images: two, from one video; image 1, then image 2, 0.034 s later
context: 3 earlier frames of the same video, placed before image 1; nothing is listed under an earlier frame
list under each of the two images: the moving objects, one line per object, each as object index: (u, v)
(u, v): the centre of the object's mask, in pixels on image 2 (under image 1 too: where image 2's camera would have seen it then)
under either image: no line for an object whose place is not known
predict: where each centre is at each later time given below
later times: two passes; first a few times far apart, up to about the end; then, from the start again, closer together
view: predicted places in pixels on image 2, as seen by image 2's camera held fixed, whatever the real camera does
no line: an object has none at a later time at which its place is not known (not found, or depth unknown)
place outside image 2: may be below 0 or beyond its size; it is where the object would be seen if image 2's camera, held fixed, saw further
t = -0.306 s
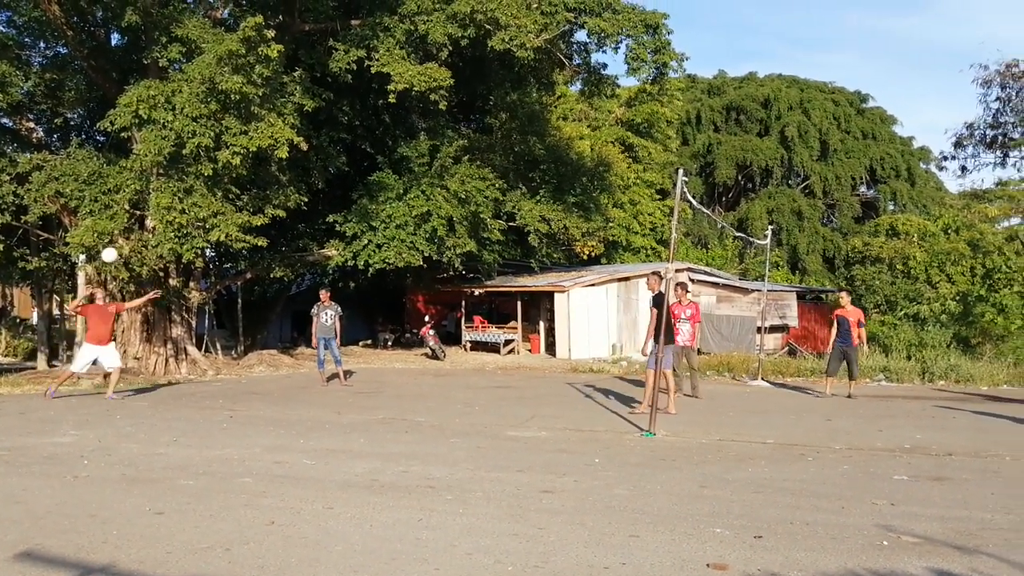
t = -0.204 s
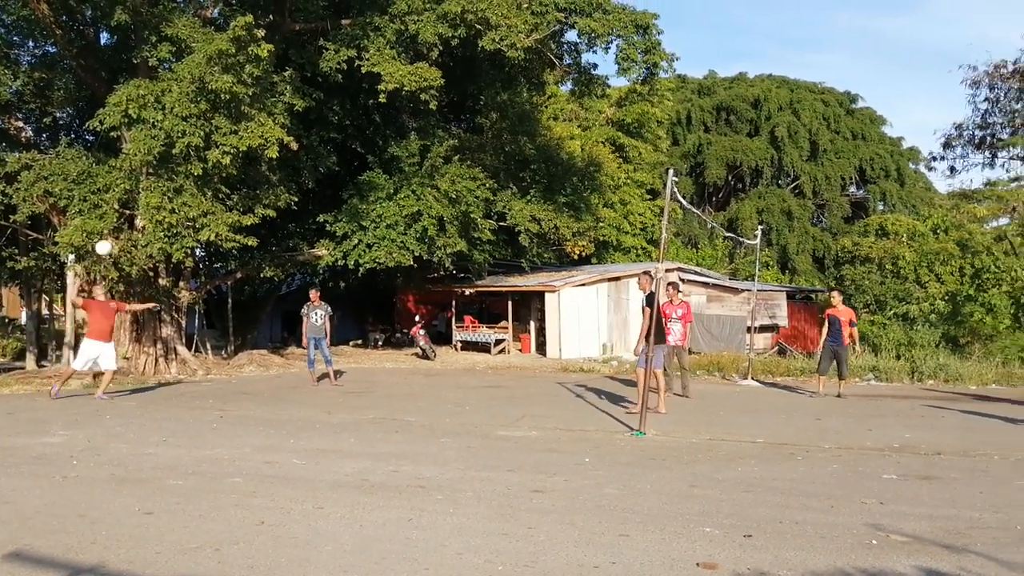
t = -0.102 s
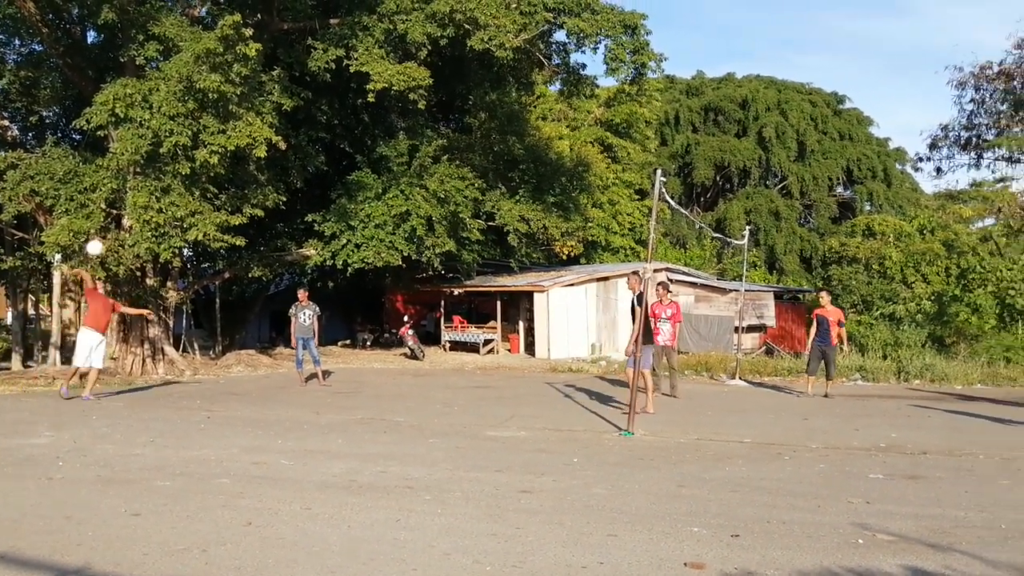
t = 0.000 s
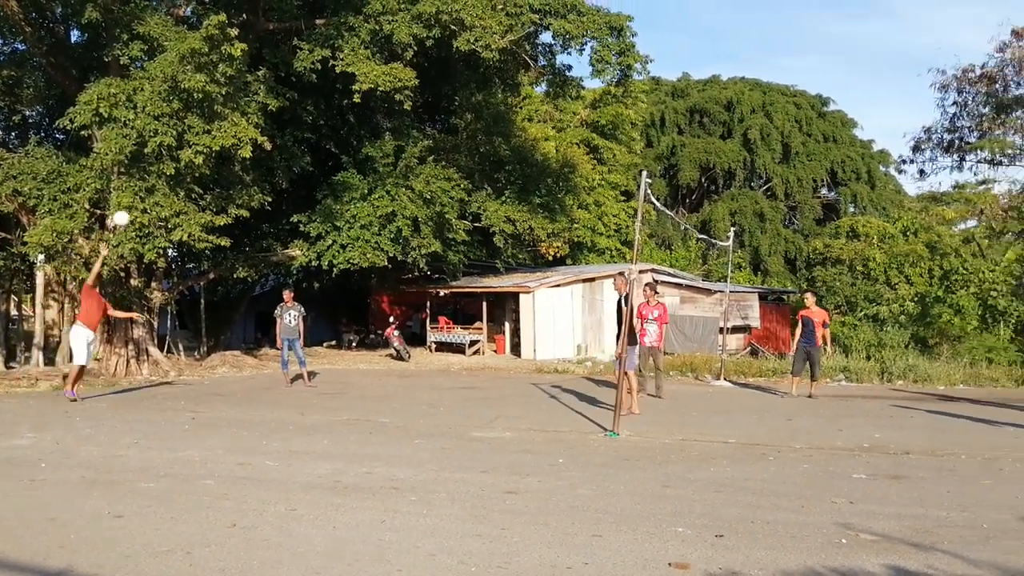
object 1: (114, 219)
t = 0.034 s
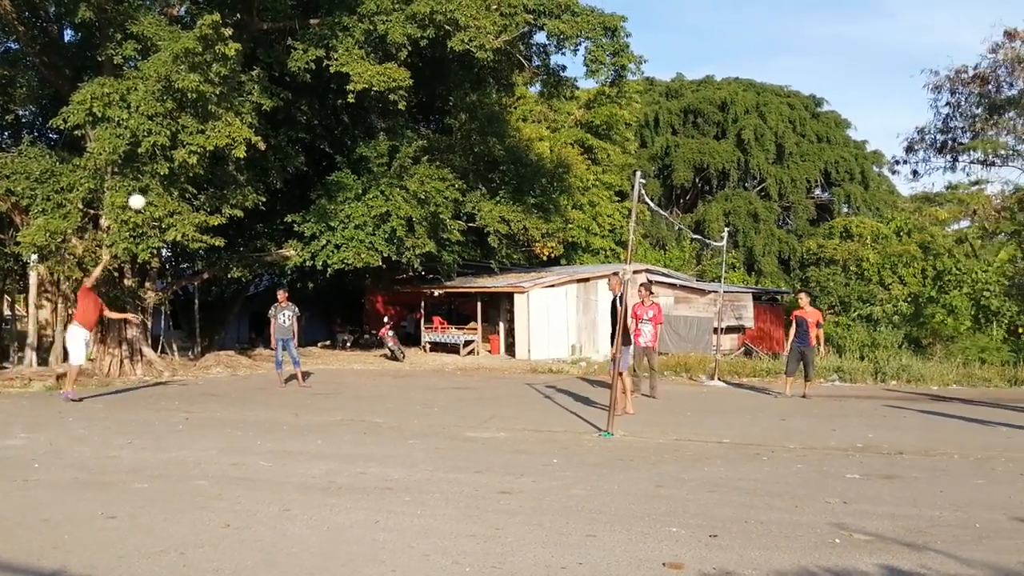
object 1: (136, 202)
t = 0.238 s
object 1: (267, 123)
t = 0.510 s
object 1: (438, 68)
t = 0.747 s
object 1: (584, 68)
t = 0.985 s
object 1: (724, 112)
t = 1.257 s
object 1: (883, 216)
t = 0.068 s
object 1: (159, 186)
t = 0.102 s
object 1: (180, 172)
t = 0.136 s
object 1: (202, 158)
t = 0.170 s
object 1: (224, 146)
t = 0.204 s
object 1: (246, 134)
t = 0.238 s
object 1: (267, 123)
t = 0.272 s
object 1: (289, 113)
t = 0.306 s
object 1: (310, 104)
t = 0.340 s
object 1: (332, 95)
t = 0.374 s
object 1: (354, 88)
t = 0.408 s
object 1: (375, 82)
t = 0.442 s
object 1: (396, 76)
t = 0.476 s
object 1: (417, 72)
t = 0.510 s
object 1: (438, 68)
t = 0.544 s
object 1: (459, 65)
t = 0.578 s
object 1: (480, 63)
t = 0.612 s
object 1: (501, 63)
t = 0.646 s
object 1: (522, 63)
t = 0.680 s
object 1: (543, 64)
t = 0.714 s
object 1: (563, 66)
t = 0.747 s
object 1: (584, 68)
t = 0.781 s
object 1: (605, 72)
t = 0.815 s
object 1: (625, 76)
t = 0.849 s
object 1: (646, 81)
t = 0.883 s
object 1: (667, 88)
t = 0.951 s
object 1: (705, 103)
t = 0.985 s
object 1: (724, 112)
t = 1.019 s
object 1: (744, 122)
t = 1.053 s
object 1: (764, 133)
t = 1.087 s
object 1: (783, 145)
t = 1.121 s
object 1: (802, 158)
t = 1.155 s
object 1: (823, 171)
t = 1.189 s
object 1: (842, 185)
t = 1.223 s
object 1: (863, 201)
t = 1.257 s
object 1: (883, 216)
